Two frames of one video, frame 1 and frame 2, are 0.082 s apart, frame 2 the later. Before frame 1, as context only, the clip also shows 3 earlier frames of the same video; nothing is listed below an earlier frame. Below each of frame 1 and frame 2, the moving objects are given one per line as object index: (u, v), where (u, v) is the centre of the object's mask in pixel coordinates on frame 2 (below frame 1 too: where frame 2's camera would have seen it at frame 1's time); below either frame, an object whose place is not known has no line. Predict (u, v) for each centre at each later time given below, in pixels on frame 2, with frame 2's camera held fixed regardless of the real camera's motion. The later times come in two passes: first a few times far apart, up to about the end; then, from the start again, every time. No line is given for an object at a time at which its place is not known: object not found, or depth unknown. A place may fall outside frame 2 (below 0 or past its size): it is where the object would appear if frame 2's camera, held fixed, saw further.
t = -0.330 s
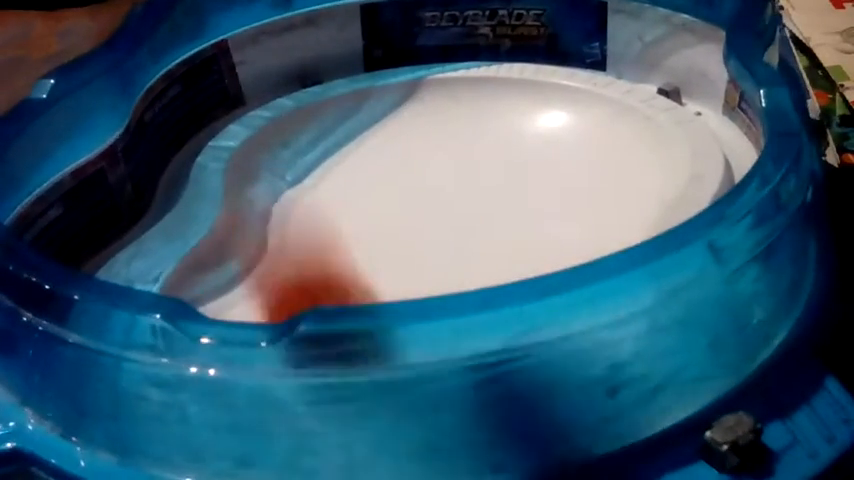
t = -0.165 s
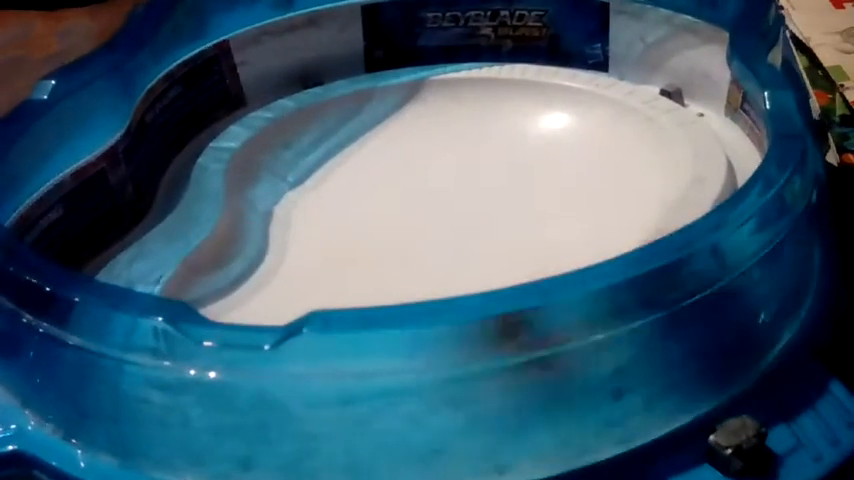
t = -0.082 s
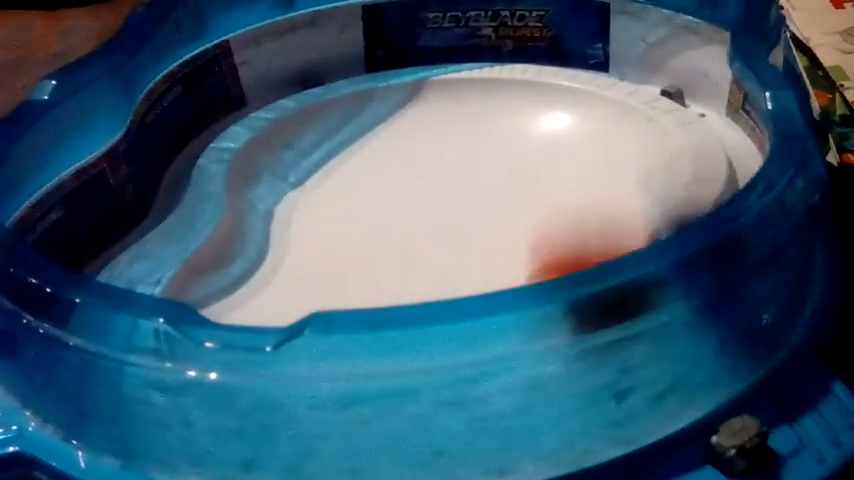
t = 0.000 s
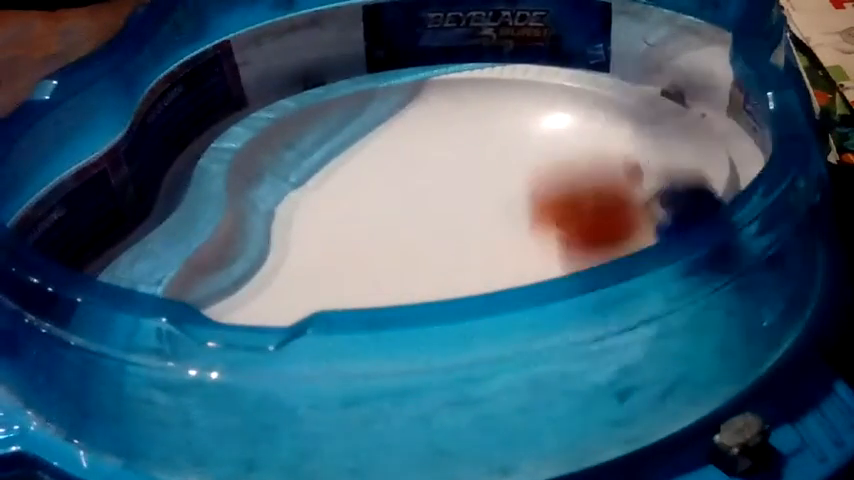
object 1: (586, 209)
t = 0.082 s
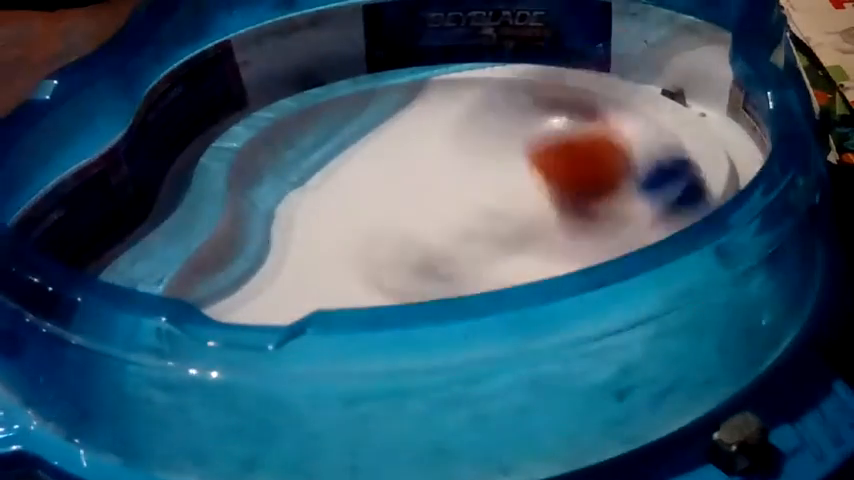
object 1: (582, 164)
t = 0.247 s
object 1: (593, 62)
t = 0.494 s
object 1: (475, 161)
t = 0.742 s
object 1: (411, 174)
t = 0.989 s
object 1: (409, 183)
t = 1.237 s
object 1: (459, 175)
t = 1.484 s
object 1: (479, 157)
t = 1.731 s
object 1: (471, 164)
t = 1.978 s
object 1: (473, 185)
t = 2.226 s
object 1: (471, 189)
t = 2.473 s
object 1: (455, 178)
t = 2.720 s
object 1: (422, 164)
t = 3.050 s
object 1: (431, 172)
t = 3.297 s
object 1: (487, 175)
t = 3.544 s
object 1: (504, 167)
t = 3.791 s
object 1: (470, 172)
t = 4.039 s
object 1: (436, 183)
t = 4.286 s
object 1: (431, 182)
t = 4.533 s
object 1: (420, 160)
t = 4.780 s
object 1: (412, 157)
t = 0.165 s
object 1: (584, 83)
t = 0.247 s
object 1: (593, 62)
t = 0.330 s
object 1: (581, 93)
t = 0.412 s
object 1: (511, 138)
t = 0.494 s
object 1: (475, 161)
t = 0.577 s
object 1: (452, 168)
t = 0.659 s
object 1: (428, 169)
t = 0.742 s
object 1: (411, 174)
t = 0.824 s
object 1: (403, 178)
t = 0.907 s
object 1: (403, 181)
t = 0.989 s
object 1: (409, 183)
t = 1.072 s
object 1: (422, 183)
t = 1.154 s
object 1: (439, 180)
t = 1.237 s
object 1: (459, 175)
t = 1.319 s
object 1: (471, 167)
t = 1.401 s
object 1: (478, 161)
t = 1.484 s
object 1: (479, 157)
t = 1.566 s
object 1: (478, 156)
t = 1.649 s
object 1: (474, 158)
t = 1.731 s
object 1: (471, 164)
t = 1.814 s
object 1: (468, 173)
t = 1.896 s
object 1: (469, 180)
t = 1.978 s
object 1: (473, 185)
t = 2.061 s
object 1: (475, 188)
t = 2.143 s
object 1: (475, 189)
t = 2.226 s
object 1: (471, 189)
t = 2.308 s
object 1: (467, 187)
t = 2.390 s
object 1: (462, 183)
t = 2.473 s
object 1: (455, 178)
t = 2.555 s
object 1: (445, 172)
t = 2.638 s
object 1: (433, 166)
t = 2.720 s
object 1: (422, 164)
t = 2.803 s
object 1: (417, 163)
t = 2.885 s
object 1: (416, 165)
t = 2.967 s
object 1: (421, 168)
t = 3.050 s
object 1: (431, 172)
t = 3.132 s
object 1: (449, 175)
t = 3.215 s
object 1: (468, 176)
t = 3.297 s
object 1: (487, 175)
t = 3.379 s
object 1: (501, 171)
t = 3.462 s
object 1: (506, 168)
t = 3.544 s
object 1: (504, 167)
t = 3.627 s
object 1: (498, 168)
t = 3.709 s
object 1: (486, 169)
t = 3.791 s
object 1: (470, 172)
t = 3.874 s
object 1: (455, 176)
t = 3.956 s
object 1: (442, 181)
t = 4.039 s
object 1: (436, 183)
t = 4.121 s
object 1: (431, 184)
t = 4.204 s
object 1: (429, 184)
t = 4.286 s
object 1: (431, 182)
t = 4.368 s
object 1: (432, 177)
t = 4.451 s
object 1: (427, 168)
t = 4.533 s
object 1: (420, 160)
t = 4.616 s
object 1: (415, 155)
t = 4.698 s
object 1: (414, 155)
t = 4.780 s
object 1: (412, 157)
